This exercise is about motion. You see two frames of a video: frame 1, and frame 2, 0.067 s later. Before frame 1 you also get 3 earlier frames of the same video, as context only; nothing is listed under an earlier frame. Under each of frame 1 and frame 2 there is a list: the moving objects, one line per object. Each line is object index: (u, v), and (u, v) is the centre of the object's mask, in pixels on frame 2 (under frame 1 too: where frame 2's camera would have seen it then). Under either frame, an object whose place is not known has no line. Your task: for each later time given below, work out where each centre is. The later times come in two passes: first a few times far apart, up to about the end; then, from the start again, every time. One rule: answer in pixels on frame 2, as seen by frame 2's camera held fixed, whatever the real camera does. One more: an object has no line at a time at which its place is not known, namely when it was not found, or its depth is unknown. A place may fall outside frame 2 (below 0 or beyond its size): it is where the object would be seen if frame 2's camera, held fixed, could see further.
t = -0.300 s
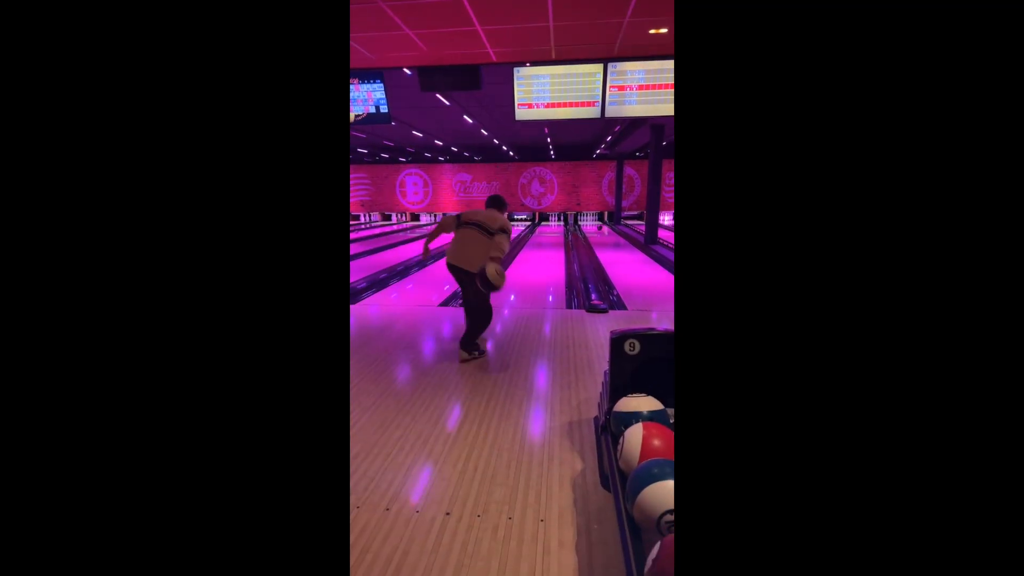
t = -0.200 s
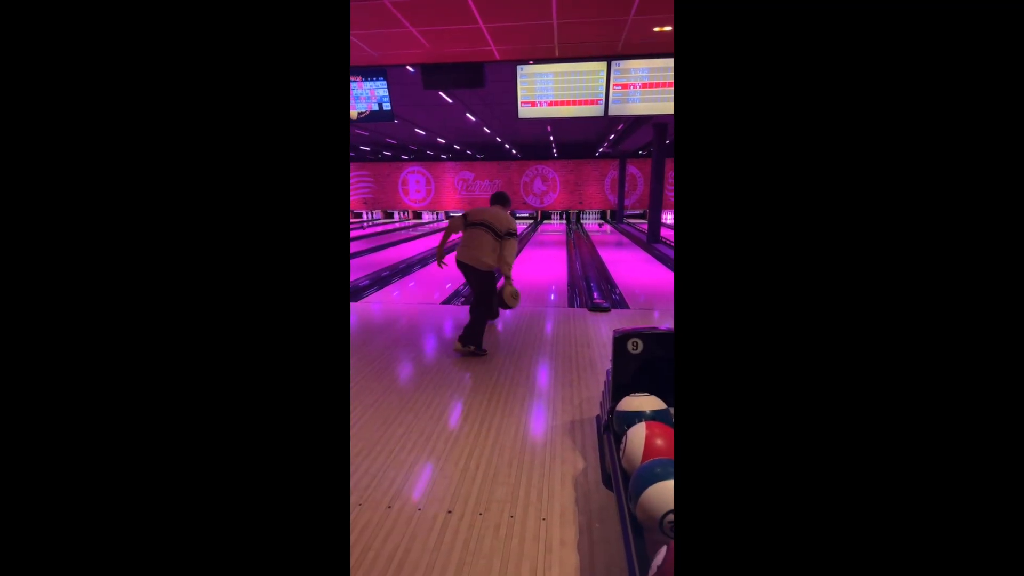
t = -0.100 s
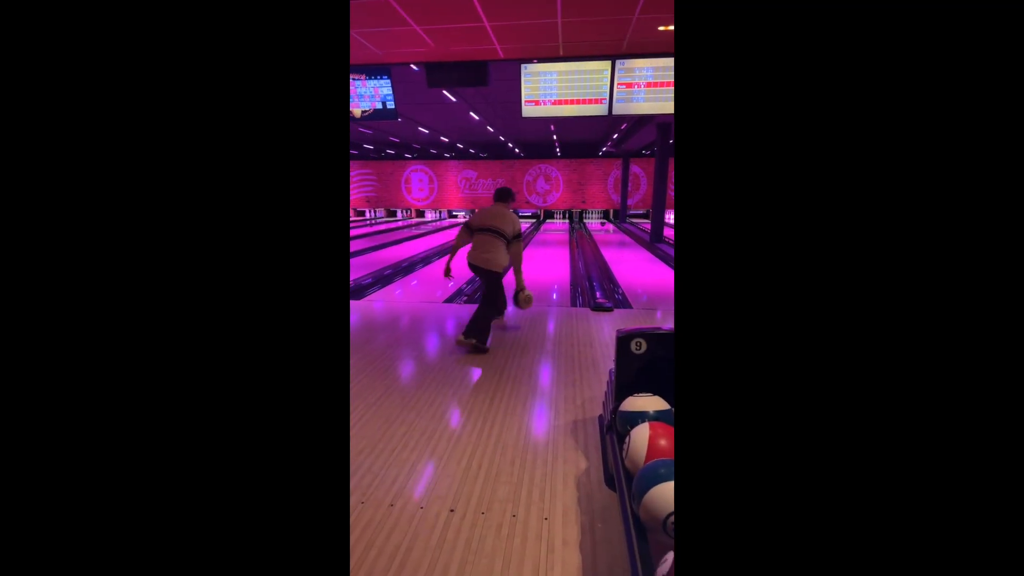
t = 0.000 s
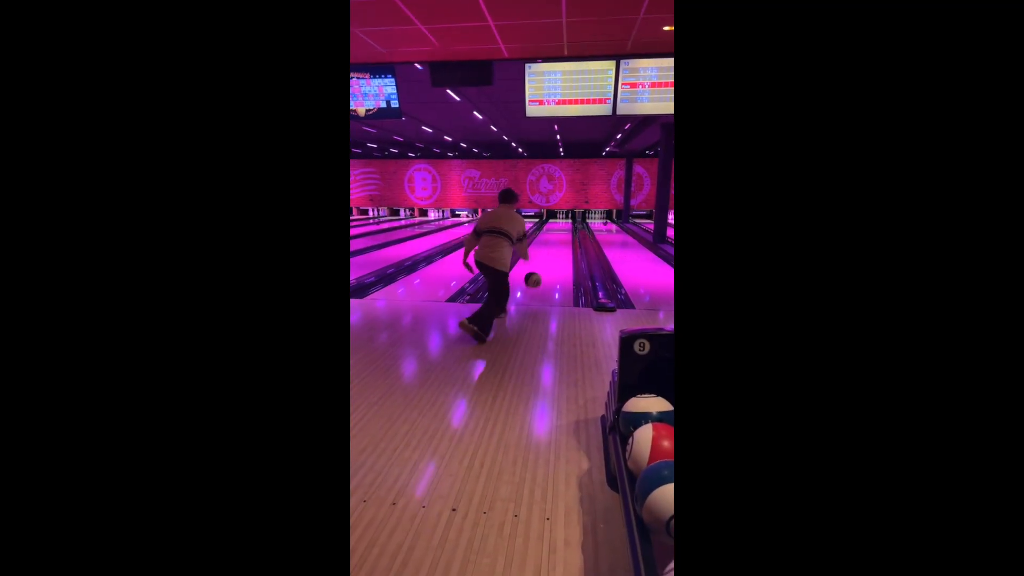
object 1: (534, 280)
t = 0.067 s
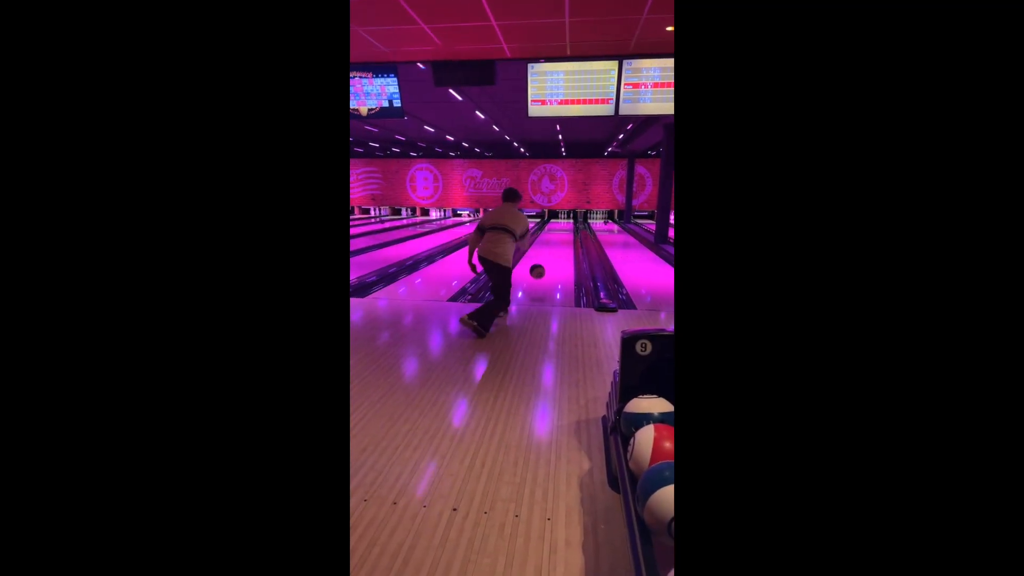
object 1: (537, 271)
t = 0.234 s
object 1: (543, 267)
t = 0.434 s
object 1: (547, 254)
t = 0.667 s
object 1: (550, 244)
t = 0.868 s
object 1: (553, 237)
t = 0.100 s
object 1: (538, 269)
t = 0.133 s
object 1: (540, 267)
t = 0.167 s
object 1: (541, 266)
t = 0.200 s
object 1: (542, 266)
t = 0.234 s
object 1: (543, 267)
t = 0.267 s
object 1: (544, 266)
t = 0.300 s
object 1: (544, 263)
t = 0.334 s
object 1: (545, 261)
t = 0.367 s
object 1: (546, 258)
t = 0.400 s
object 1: (546, 256)
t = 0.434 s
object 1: (547, 254)
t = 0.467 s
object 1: (548, 252)
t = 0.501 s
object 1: (548, 250)
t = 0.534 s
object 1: (549, 249)
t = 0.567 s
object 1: (549, 247)
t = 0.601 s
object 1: (550, 246)
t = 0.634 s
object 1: (550, 245)
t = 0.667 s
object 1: (550, 244)
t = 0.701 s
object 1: (551, 242)
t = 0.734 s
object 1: (551, 241)
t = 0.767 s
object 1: (552, 240)
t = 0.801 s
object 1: (552, 239)
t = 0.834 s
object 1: (552, 238)
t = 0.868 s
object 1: (553, 237)
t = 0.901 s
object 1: (553, 235)
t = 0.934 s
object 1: (554, 234)
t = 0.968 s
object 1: (554, 234)
